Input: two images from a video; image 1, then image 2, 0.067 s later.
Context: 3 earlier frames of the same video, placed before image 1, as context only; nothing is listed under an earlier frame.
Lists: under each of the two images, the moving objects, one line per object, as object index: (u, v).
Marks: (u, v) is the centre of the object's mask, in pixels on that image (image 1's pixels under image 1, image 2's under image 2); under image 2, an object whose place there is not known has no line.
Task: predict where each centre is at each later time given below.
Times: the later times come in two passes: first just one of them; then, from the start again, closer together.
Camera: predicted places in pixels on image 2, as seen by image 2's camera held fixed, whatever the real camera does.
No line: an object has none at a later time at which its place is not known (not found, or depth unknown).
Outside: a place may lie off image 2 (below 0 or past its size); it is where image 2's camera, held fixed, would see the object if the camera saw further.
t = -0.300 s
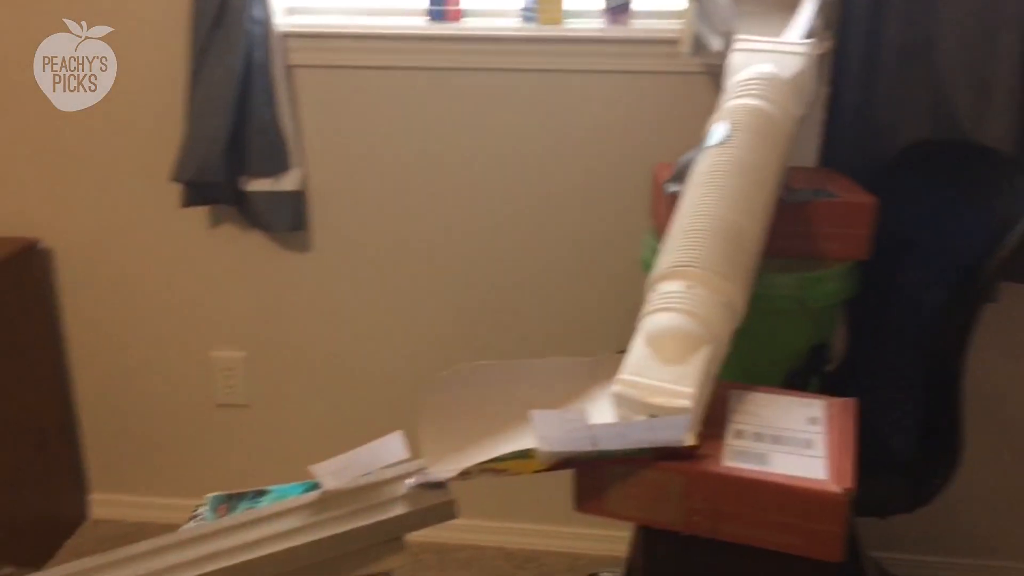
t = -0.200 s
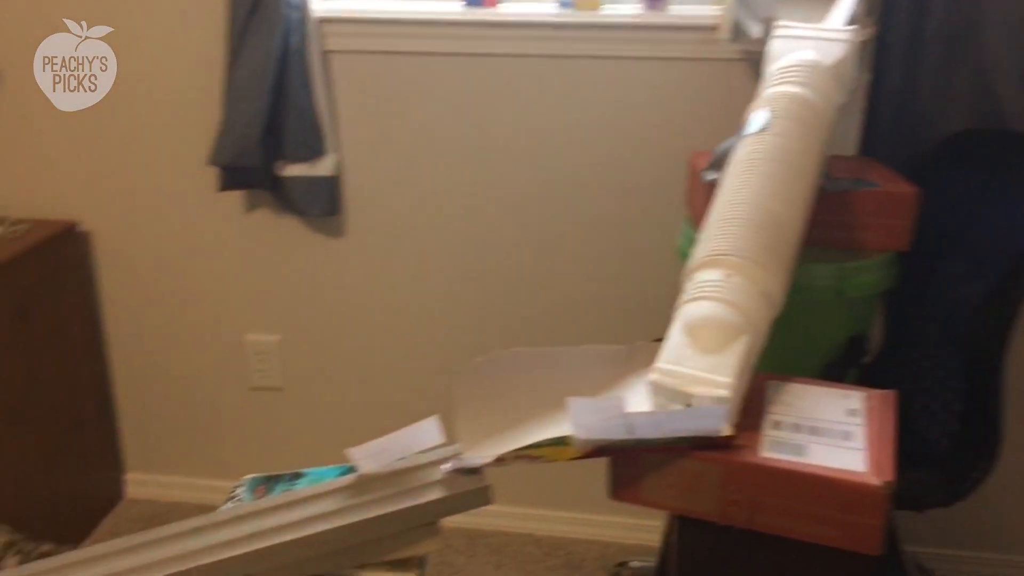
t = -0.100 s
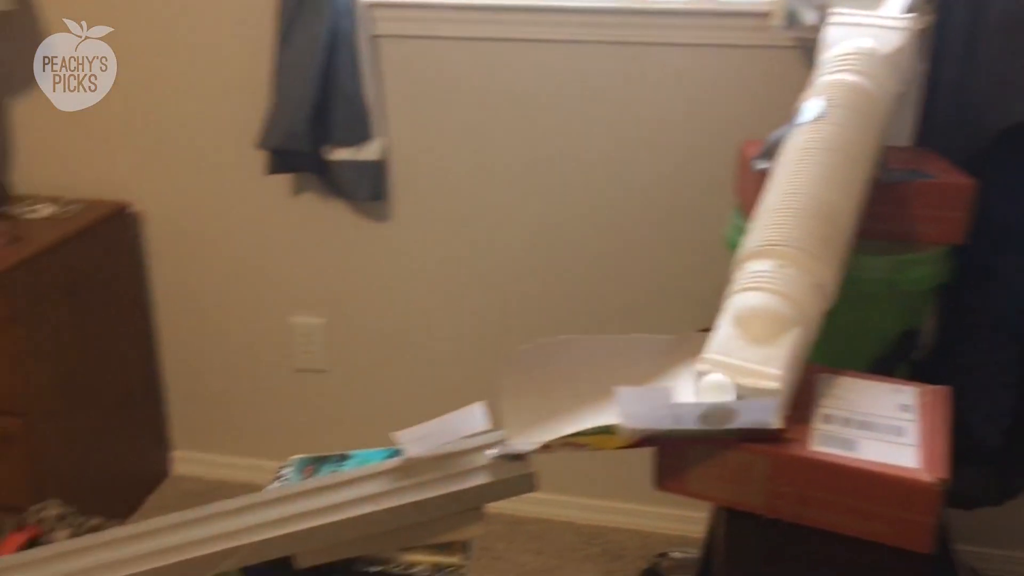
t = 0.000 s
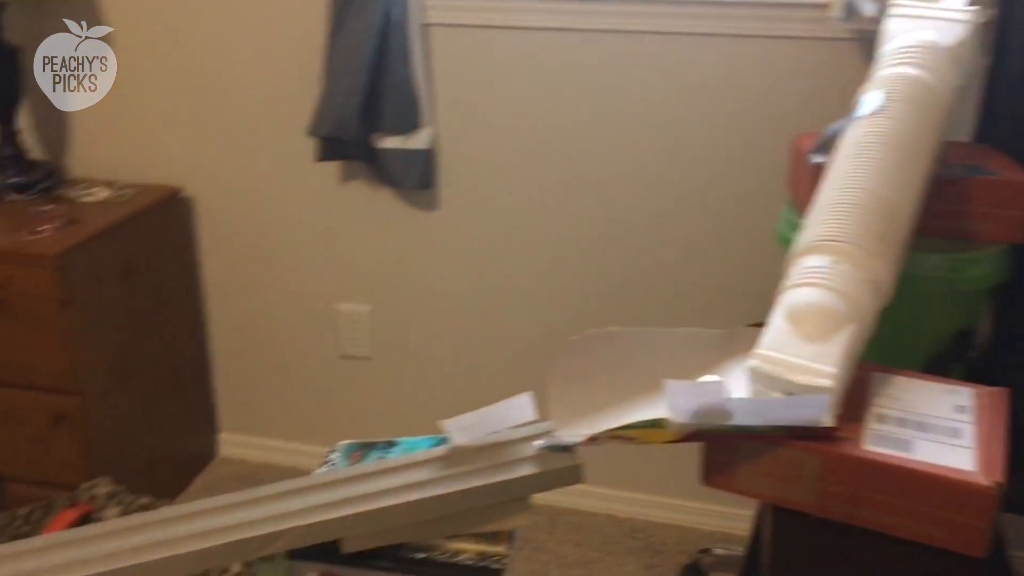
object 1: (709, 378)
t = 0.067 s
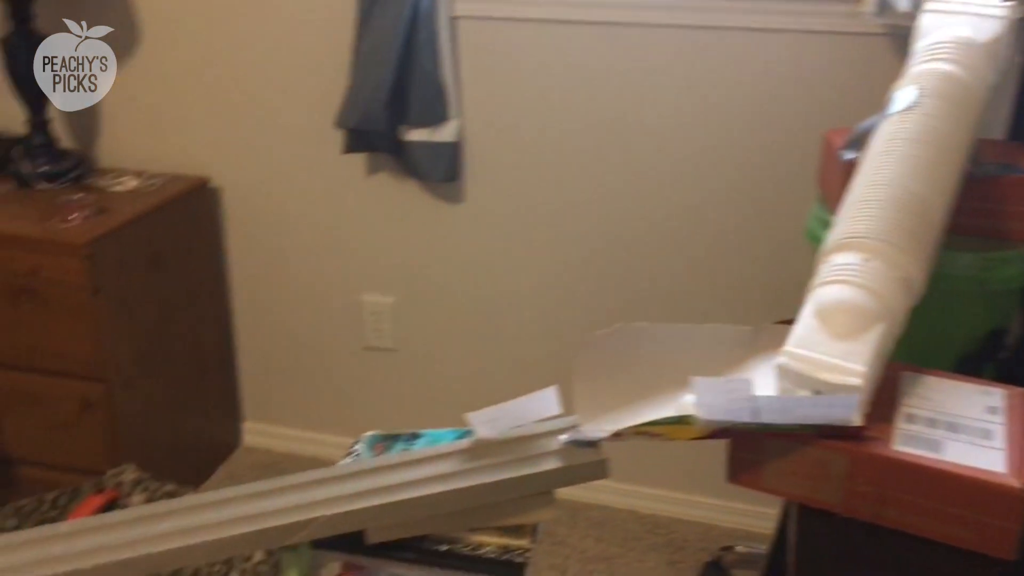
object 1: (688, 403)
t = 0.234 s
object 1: (575, 415)
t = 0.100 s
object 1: (671, 405)
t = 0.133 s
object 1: (645, 408)
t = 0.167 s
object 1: (621, 411)
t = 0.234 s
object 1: (575, 415)
